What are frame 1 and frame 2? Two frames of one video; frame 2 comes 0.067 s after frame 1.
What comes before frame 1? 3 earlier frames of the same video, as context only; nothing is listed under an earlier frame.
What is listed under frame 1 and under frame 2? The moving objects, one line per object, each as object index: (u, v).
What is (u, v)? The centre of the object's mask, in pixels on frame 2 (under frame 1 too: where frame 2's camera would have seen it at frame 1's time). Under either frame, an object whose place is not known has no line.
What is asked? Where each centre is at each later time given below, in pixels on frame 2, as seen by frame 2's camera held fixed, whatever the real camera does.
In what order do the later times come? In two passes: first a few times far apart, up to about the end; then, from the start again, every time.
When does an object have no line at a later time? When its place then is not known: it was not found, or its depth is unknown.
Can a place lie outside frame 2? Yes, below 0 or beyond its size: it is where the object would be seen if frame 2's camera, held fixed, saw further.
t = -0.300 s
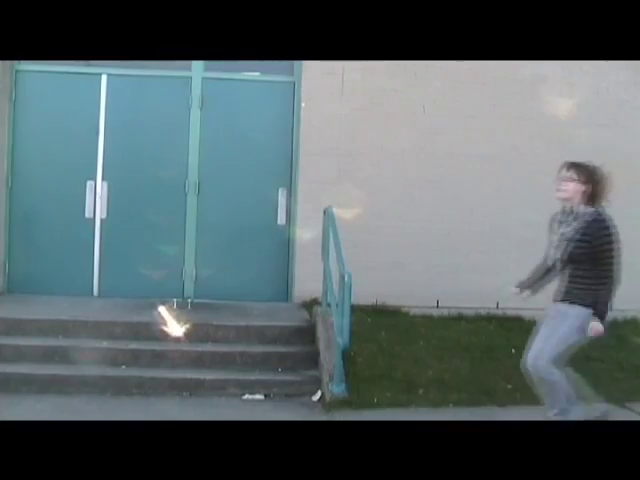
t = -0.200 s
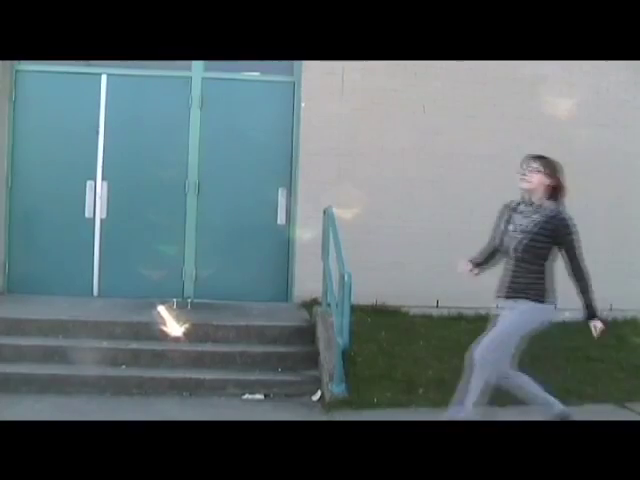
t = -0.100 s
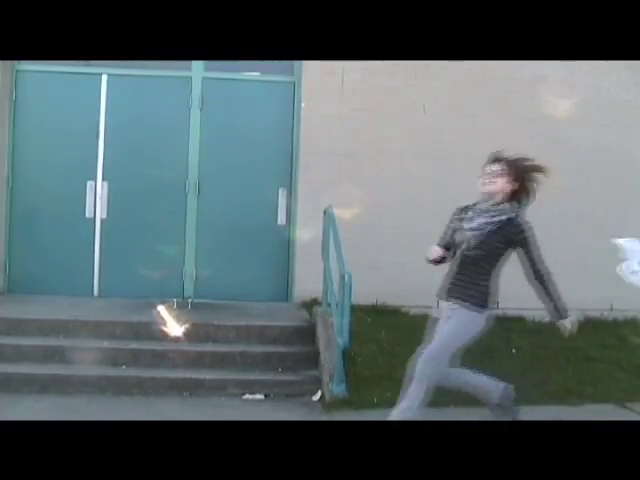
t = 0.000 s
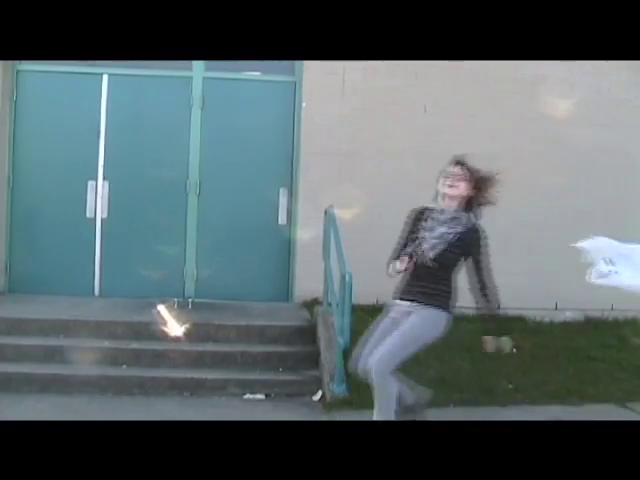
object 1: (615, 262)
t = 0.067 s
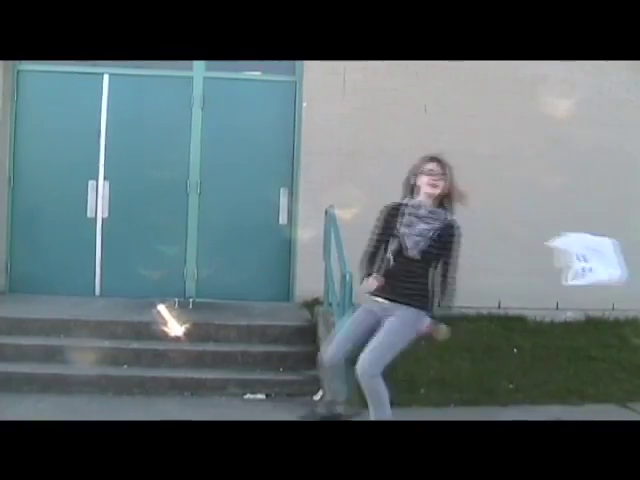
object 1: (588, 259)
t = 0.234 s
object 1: (537, 261)
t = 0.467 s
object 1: (505, 302)
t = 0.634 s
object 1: (481, 334)
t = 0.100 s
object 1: (574, 258)
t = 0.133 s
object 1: (562, 258)
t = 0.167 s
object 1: (553, 258)
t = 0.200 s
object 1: (545, 259)
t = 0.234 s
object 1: (537, 261)
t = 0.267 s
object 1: (532, 263)
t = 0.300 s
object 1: (526, 267)
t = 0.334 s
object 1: (520, 273)
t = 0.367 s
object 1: (515, 279)
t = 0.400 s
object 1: (510, 287)
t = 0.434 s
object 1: (509, 294)
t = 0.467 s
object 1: (505, 302)
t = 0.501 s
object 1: (502, 309)
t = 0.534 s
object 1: (497, 317)
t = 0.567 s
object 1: (493, 323)
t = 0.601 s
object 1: (487, 329)
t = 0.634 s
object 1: (481, 334)
